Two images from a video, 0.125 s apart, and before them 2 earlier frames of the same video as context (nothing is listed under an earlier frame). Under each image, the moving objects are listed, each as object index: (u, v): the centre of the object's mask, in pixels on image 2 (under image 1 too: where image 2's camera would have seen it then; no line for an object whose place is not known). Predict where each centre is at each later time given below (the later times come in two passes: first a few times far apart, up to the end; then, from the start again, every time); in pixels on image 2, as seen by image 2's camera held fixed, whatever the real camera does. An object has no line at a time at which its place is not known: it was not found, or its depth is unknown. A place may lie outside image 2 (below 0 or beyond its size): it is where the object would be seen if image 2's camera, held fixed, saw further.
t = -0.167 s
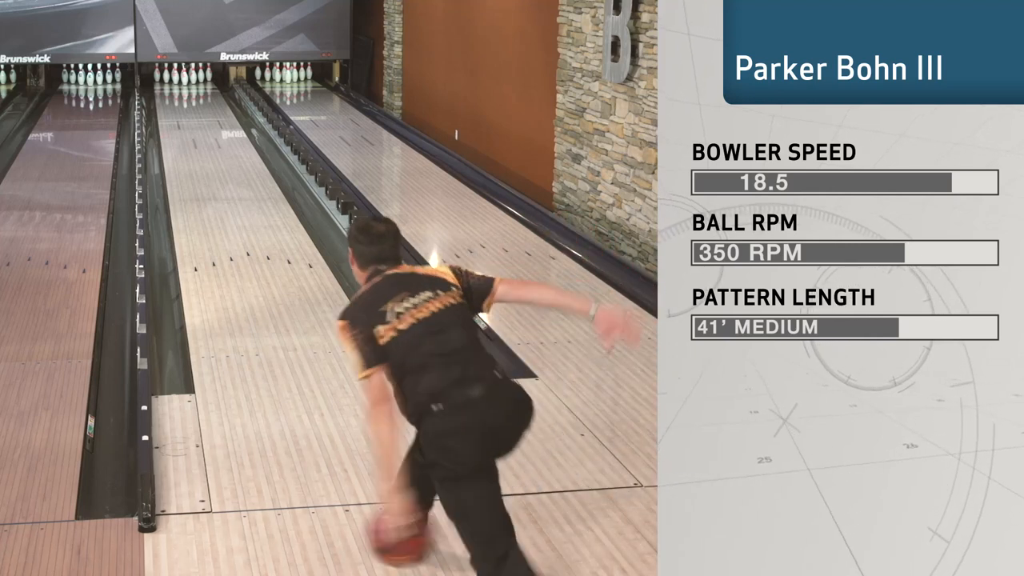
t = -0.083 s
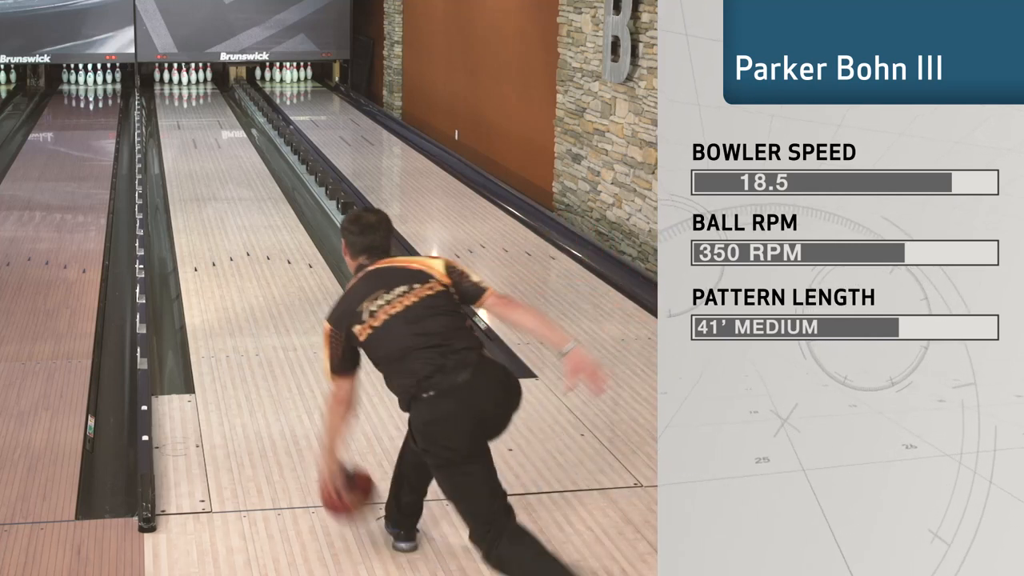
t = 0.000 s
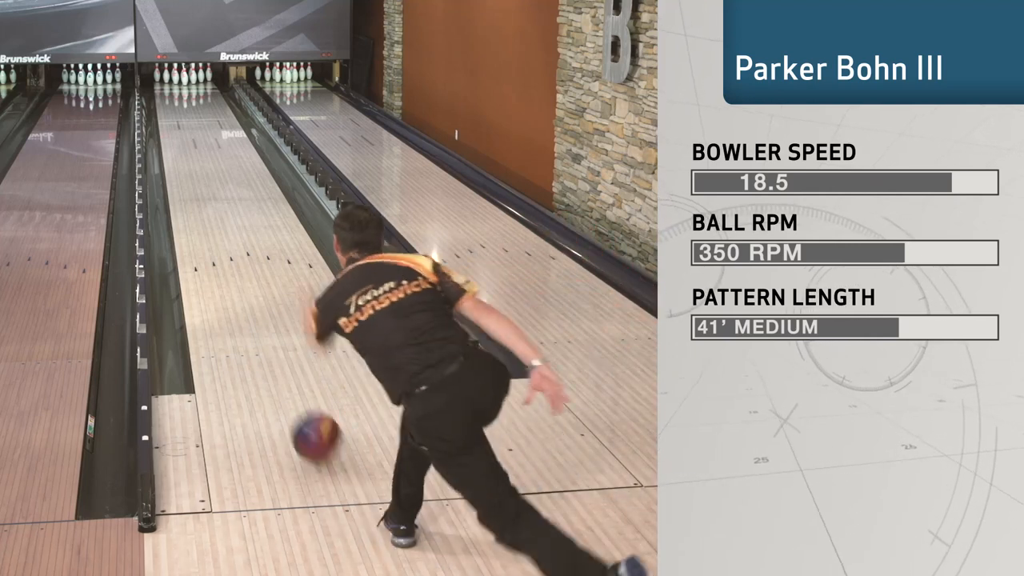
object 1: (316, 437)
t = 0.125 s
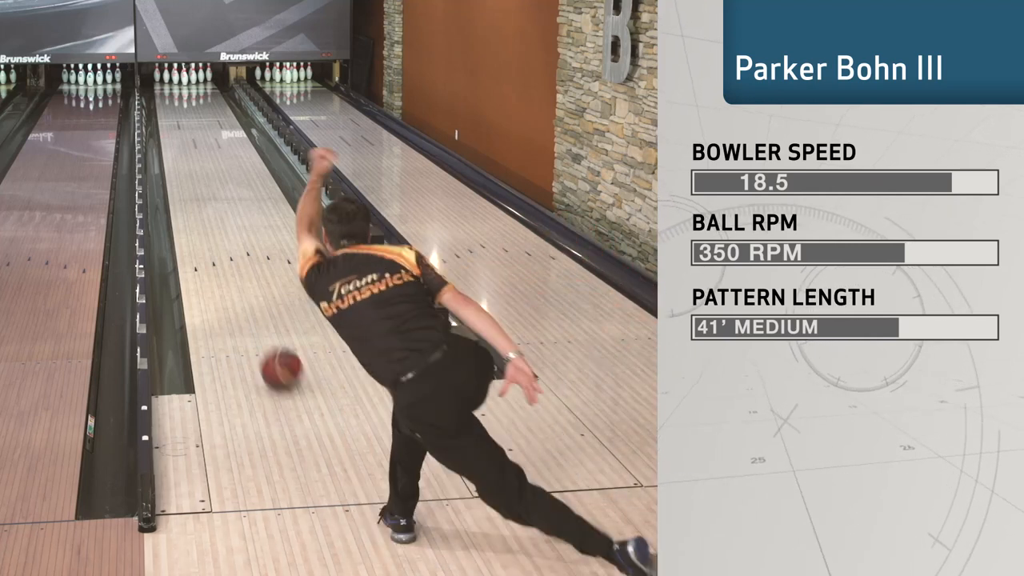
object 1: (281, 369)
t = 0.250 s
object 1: (256, 314)
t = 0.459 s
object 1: (226, 249)
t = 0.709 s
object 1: (203, 197)
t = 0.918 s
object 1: (189, 166)
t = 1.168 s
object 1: (178, 138)
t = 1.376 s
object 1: (172, 120)
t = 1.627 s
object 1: (169, 104)
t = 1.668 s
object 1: (170, 101)
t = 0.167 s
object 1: (272, 349)
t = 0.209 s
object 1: (263, 331)
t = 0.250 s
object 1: (256, 314)
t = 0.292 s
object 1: (249, 299)
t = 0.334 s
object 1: (242, 285)
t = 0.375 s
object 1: (237, 272)
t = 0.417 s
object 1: (231, 260)
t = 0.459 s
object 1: (226, 249)
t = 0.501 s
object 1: (221, 239)
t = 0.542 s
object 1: (217, 229)
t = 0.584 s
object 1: (213, 221)
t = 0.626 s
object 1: (209, 212)
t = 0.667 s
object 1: (206, 204)
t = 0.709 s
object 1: (203, 197)
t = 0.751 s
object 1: (200, 190)
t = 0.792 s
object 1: (197, 183)
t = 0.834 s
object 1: (194, 177)
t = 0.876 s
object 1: (192, 171)
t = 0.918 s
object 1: (189, 166)
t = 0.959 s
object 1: (187, 161)
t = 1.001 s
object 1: (185, 155)
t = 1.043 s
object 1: (183, 151)
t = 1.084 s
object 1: (181, 146)
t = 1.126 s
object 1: (180, 142)
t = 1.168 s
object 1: (178, 138)
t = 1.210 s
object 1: (177, 134)
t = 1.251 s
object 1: (175, 130)
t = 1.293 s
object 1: (174, 127)
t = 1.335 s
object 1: (173, 123)
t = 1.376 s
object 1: (172, 120)
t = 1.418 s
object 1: (171, 117)
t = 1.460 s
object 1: (171, 114)
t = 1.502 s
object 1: (170, 112)
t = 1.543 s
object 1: (170, 109)
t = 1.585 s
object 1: (169, 106)
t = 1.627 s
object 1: (169, 104)
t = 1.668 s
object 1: (170, 101)
